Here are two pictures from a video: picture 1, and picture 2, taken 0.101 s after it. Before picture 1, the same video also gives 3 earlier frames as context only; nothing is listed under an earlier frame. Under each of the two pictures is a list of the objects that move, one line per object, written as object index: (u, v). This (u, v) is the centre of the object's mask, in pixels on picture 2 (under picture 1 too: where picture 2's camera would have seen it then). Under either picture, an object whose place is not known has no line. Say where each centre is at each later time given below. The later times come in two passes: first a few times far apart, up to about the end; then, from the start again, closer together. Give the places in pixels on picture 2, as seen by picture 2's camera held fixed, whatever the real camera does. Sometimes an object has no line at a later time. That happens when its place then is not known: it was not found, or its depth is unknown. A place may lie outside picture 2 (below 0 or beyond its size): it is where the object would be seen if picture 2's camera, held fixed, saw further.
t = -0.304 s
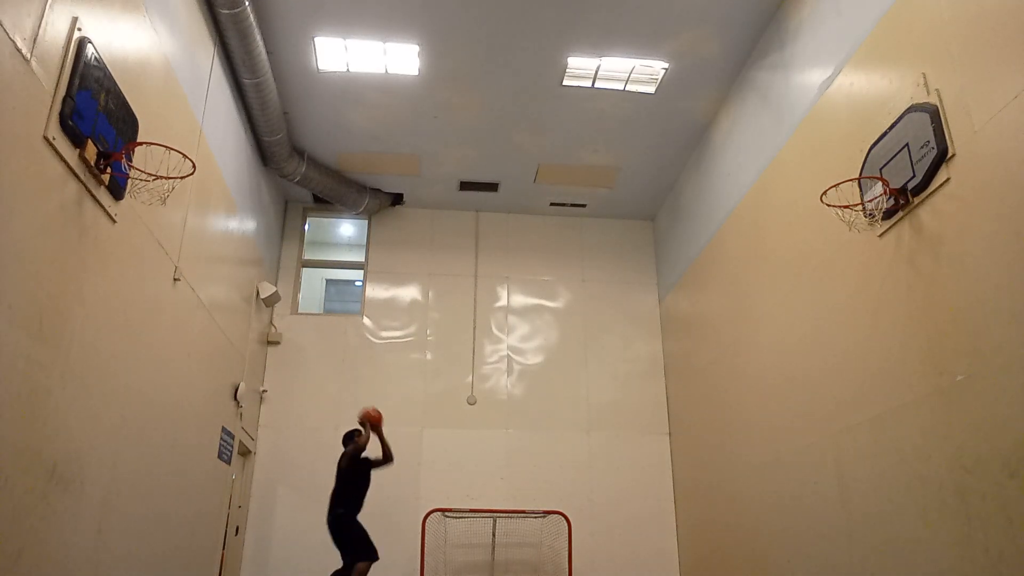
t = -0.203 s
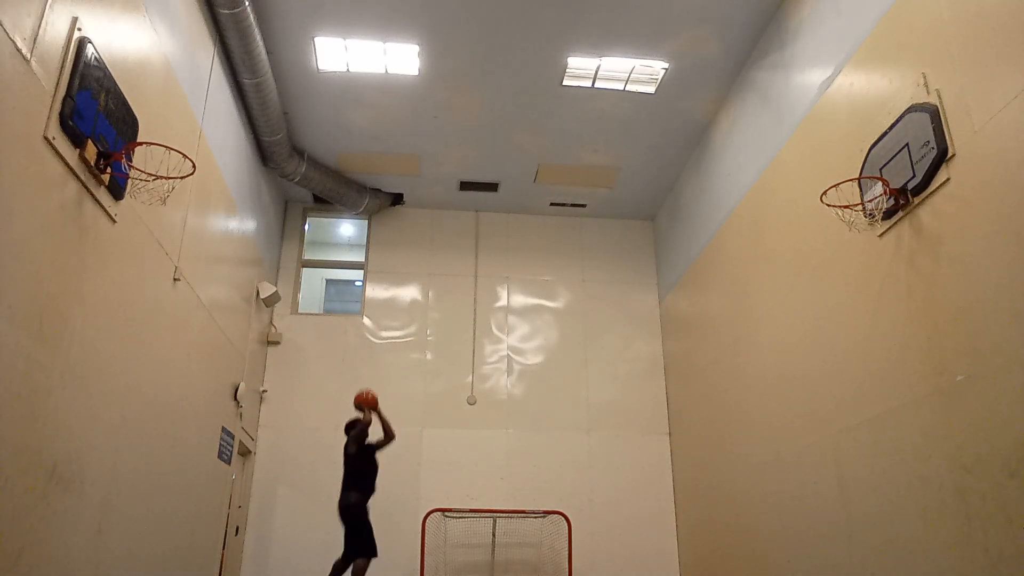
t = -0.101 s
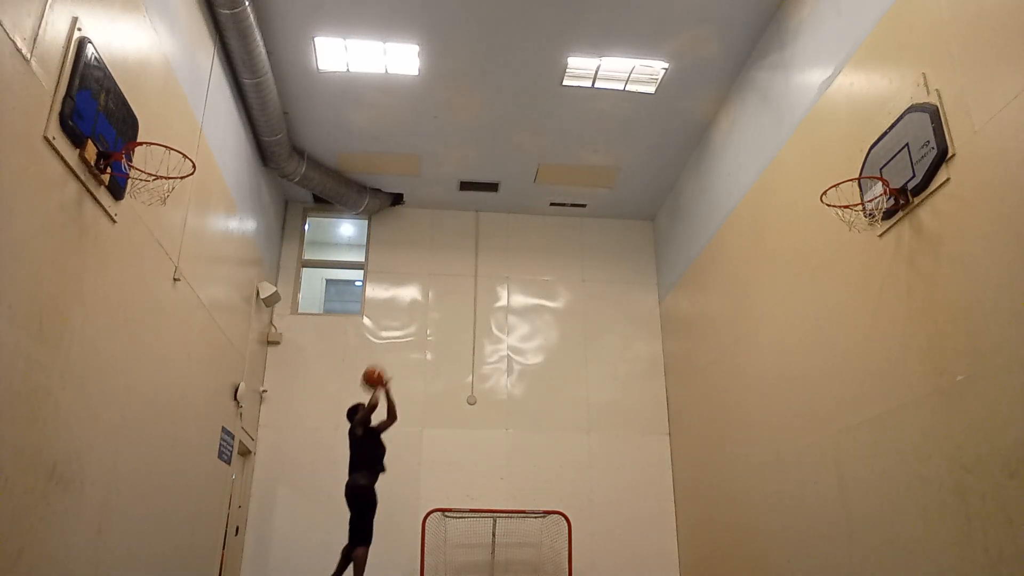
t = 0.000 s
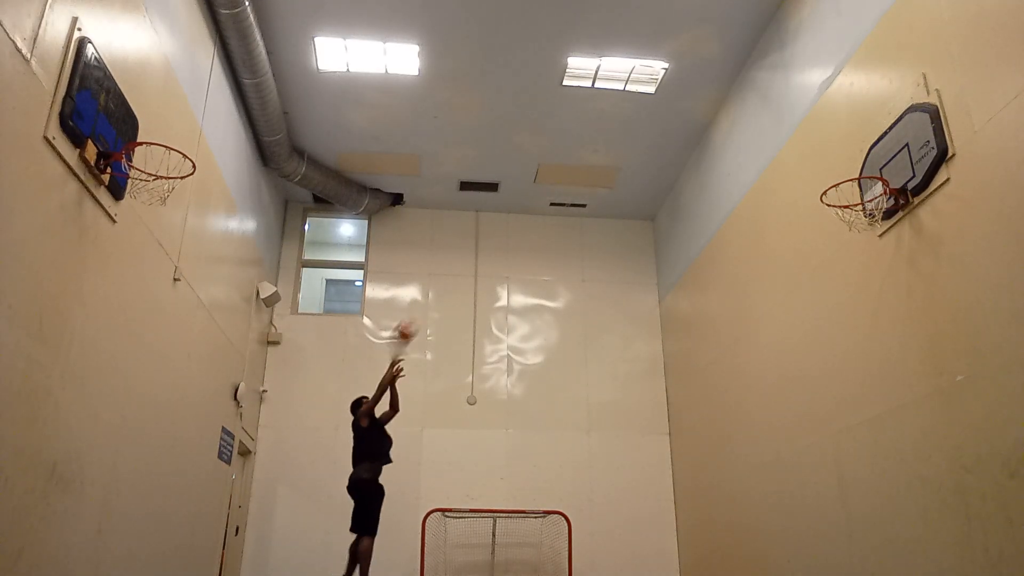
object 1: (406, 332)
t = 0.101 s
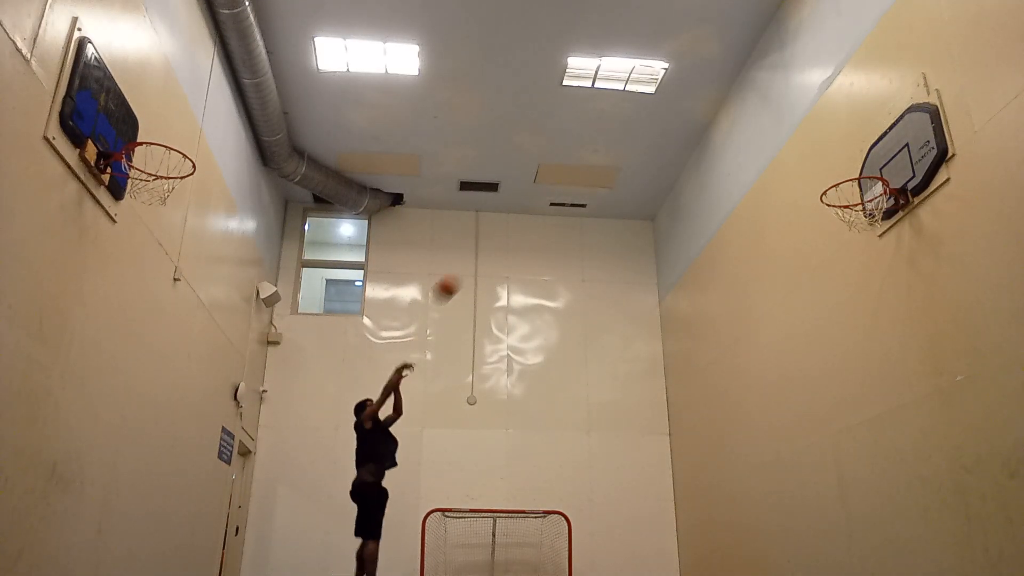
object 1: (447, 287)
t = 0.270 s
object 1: (520, 227)
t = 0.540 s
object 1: (646, 177)
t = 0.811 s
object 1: (800, 187)
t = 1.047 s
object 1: (857, 176)
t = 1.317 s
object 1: (822, 186)
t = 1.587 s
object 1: (795, 273)
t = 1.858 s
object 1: (780, 463)
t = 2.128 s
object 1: (760, 486)
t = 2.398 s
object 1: (743, 364)
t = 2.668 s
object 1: (736, 333)
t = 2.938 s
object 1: (739, 387)
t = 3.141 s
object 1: (749, 494)
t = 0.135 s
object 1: (462, 274)
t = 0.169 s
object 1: (477, 259)
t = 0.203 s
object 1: (492, 248)
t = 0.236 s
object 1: (505, 238)
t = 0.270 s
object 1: (520, 227)
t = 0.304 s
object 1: (534, 217)
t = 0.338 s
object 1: (549, 209)
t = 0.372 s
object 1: (564, 201)
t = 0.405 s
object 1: (580, 195)
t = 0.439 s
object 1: (597, 188)
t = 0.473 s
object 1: (612, 183)
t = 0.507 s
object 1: (628, 179)
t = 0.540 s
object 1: (646, 177)
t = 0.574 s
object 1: (664, 174)
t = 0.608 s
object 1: (680, 173)
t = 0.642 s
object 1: (699, 173)
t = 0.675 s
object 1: (719, 173)
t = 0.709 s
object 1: (737, 175)
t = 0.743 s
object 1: (760, 178)
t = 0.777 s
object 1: (779, 182)
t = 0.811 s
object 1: (800, 187)
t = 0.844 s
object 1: (817, 192)
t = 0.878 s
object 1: (836, 195)
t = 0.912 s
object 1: (840, 188)
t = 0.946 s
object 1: (844, 184)
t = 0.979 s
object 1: (848, 181)
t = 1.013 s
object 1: (852, 177)
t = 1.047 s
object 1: (857, 176)
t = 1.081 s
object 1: (857, 174)
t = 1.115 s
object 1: (850, 172)
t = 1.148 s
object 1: (845, 172)
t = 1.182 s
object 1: (840, 173)
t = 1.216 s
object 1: (835, 174)
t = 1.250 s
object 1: (831, 177)
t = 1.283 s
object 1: (826, 181)
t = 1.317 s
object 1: (822, 186)
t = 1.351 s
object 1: (819, 192)
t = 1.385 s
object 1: (814, 200)
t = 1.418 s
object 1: (810, 209)
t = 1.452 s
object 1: (807, 219)
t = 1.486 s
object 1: (804, 230)
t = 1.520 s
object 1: (801, 243)
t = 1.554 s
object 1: (798, 257)
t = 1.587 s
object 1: (795, 273)
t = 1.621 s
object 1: (793, 290)
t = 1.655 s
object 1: (790, 310)
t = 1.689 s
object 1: (788, 330)
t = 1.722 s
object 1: (786, 351)
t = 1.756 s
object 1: (784, 374)
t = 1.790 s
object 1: (783, 401)
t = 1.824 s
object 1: (781, 432)
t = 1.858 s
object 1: (780, 463)
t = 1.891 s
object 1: (778, 494)
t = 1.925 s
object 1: (777, 531)
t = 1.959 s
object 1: (776, 561)
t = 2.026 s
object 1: (770, 561)
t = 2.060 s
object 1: (766, 535)
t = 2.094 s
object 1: (763, 509)
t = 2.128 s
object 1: (760, 486)
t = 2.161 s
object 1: (757, 465)
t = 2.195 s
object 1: (754, 445)
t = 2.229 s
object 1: (752, 428)
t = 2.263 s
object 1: (750, 412)
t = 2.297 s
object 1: (748, 398)
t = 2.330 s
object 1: (746, 385)
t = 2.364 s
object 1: (744, 374)
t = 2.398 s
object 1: (743, 364)
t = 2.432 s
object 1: (741, 355)
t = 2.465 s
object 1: (740, 348)
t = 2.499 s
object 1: (739, 342)
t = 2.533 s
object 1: (738, 338)
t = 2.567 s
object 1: (737, 335)
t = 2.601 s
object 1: (737, 333)
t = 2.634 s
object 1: (737, 332)
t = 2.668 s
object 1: (736, 333)
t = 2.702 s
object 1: (736, 335)
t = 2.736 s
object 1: (736, 338)
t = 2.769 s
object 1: (736, 343)
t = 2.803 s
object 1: (736, 349)
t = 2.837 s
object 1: (737, 356)
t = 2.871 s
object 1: (737, 366)
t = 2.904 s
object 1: (738, 375)
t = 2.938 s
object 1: (739, 387)
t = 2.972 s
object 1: (740, 400)
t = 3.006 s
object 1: (741, 416)
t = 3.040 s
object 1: (743, 432)
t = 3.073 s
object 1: (745, 451)
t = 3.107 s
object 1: (746, 472)
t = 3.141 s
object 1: (749, 494)
